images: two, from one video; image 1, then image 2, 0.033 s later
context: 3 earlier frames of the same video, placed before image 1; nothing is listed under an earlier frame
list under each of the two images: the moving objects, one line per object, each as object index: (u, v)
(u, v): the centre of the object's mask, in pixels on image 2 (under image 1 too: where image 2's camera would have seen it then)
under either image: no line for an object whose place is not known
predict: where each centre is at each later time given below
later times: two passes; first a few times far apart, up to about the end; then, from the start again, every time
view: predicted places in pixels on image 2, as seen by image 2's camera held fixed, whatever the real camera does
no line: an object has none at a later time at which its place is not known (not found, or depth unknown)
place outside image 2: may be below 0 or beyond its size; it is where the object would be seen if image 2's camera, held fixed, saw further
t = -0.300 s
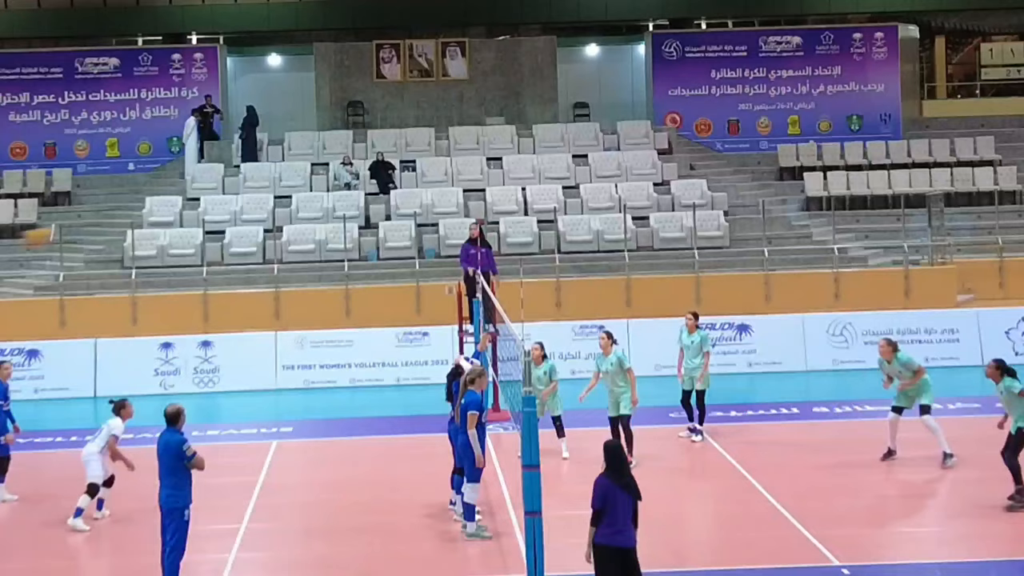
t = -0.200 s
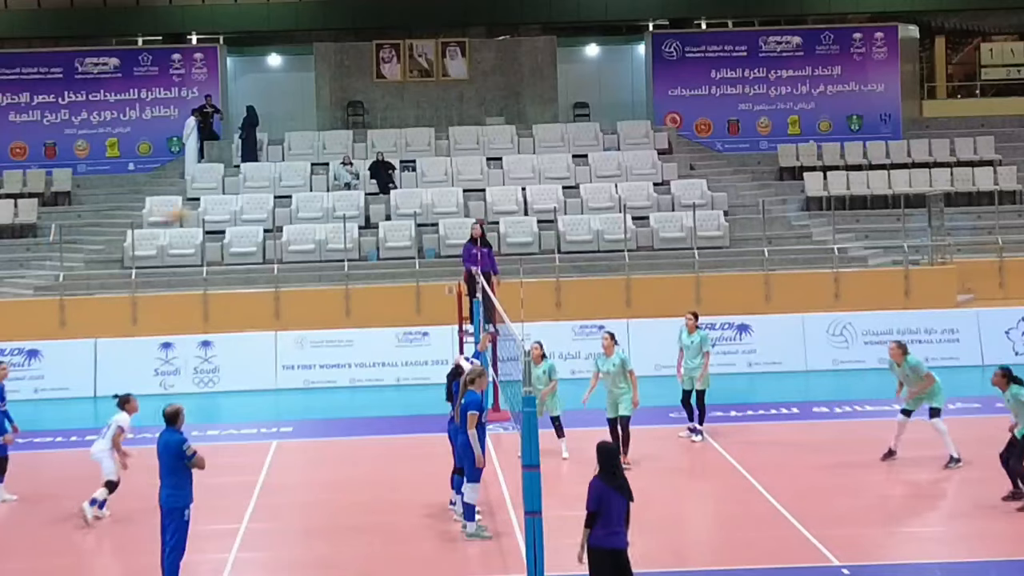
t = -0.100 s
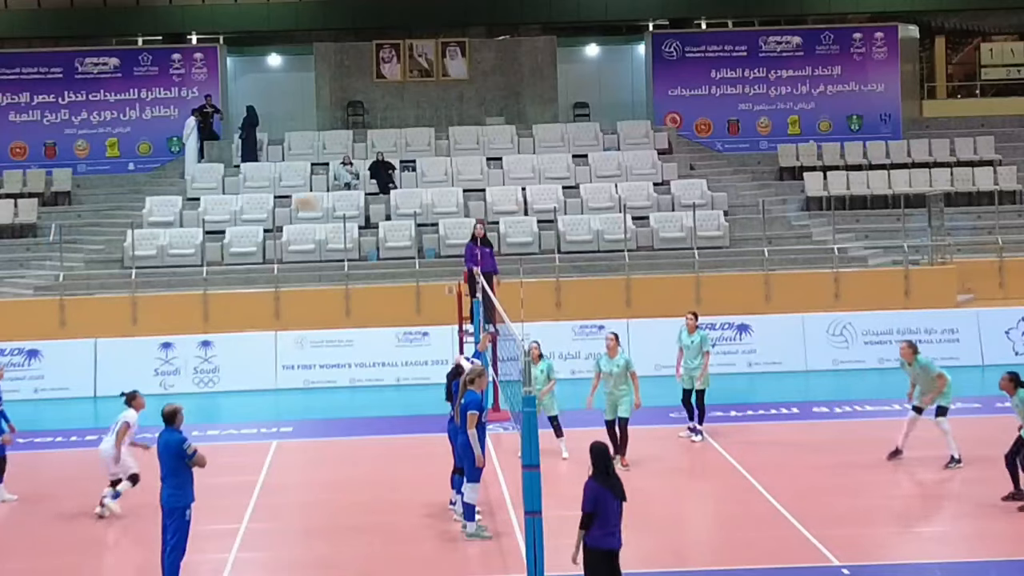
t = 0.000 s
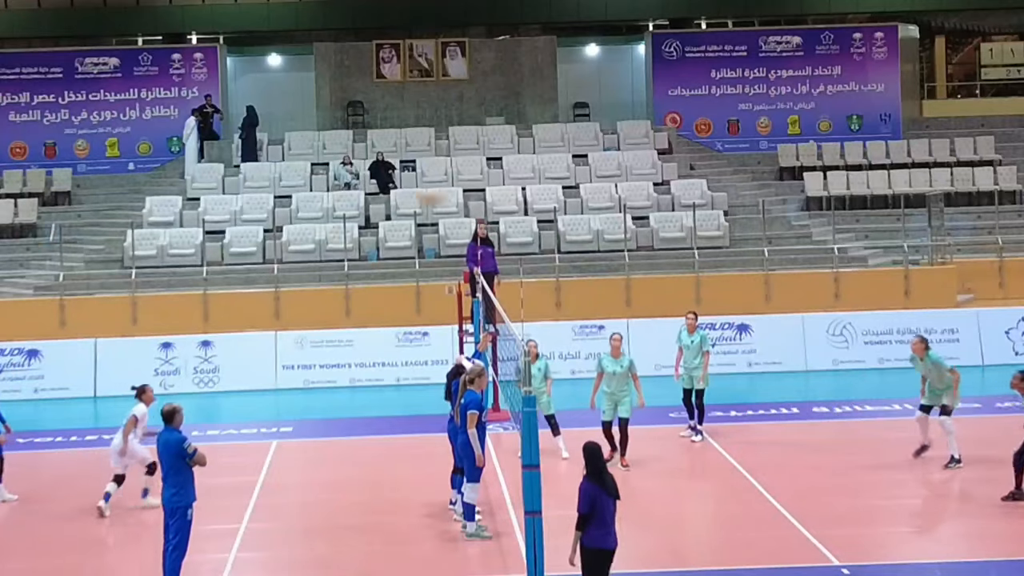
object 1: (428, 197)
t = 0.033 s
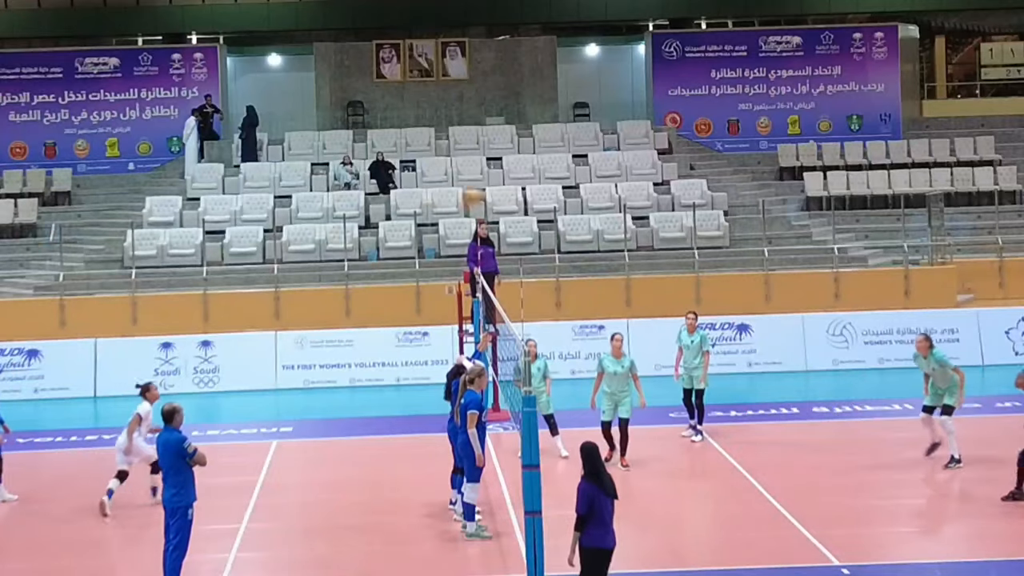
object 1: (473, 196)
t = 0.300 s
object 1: (776, 233)
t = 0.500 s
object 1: (986, 300)
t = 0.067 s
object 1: (511, 200)
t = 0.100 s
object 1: (548, 201)
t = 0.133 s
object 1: (591, 201)
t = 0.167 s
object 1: (629, 207)
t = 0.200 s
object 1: (665, 211)
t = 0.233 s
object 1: (706, 221)
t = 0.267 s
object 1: (742, 225)
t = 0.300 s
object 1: (776, 233)
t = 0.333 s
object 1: (811, 242)
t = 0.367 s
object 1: (851, 253)
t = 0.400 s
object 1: (881, 260)
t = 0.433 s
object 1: (921, 273)
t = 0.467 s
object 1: (956, 287)
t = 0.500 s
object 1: (986, 300)
